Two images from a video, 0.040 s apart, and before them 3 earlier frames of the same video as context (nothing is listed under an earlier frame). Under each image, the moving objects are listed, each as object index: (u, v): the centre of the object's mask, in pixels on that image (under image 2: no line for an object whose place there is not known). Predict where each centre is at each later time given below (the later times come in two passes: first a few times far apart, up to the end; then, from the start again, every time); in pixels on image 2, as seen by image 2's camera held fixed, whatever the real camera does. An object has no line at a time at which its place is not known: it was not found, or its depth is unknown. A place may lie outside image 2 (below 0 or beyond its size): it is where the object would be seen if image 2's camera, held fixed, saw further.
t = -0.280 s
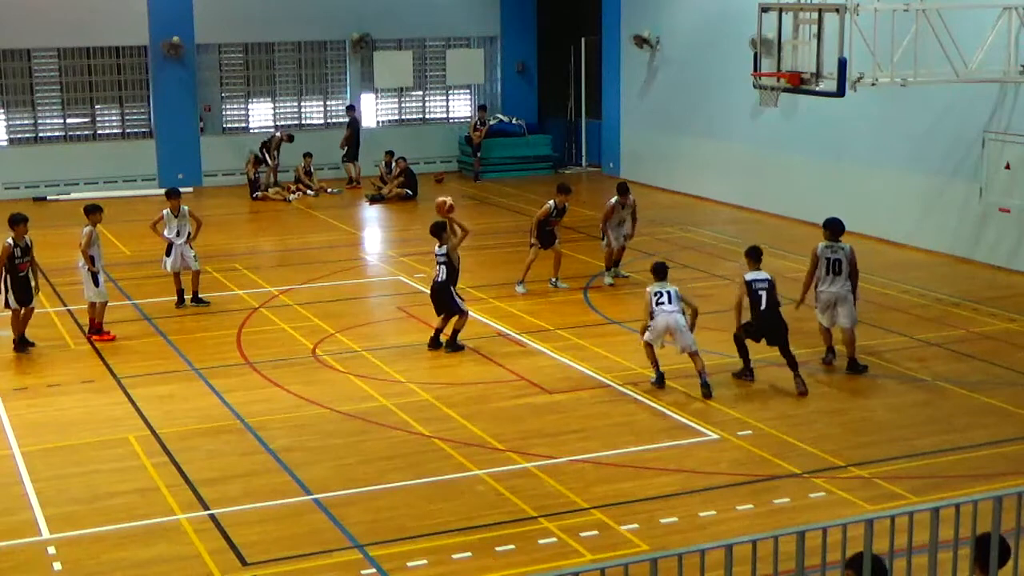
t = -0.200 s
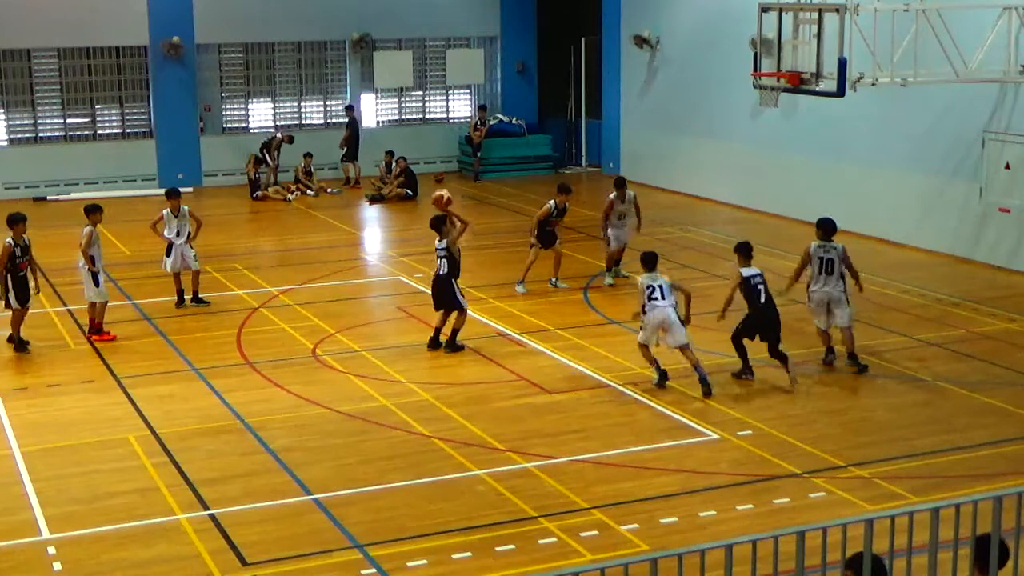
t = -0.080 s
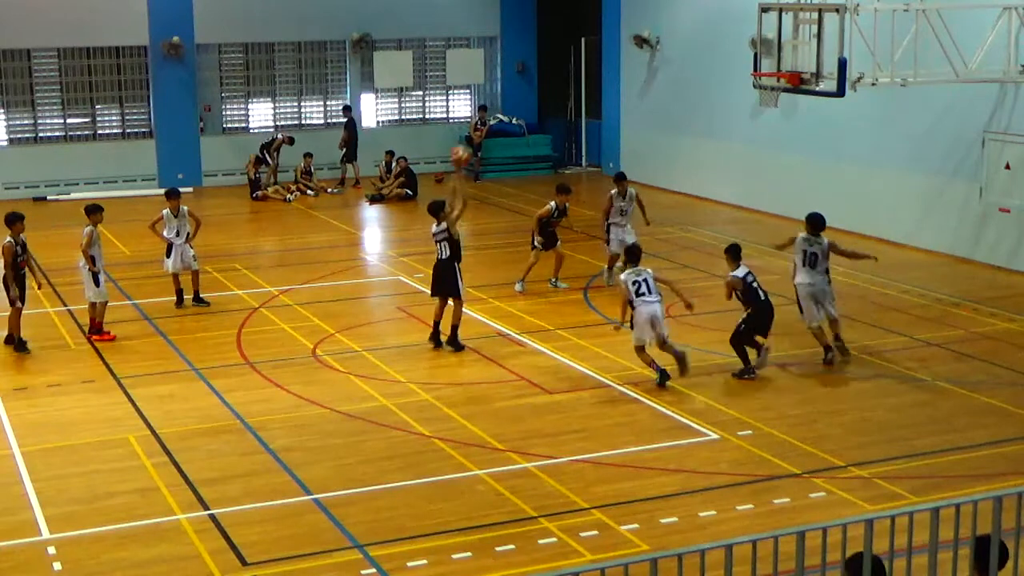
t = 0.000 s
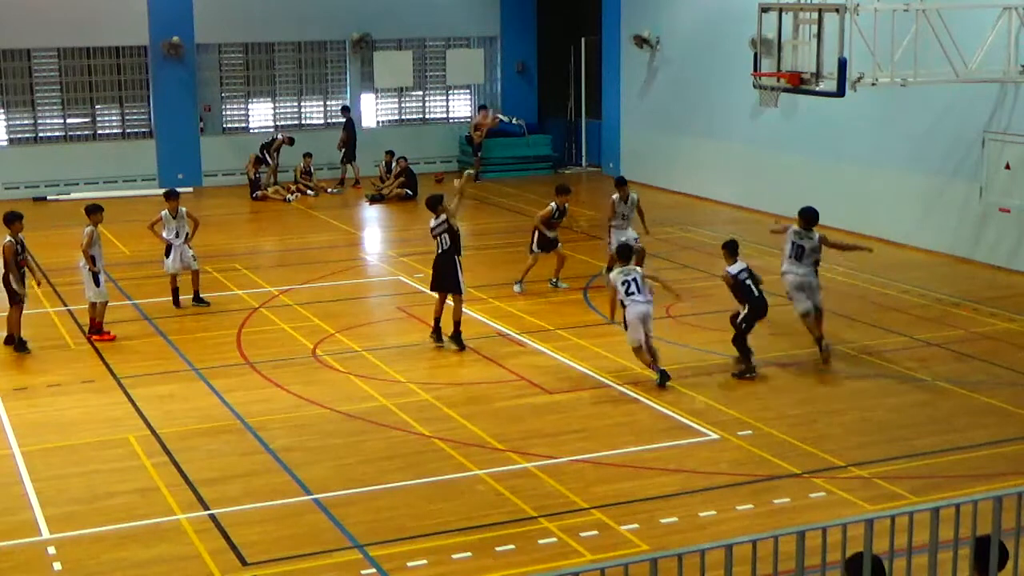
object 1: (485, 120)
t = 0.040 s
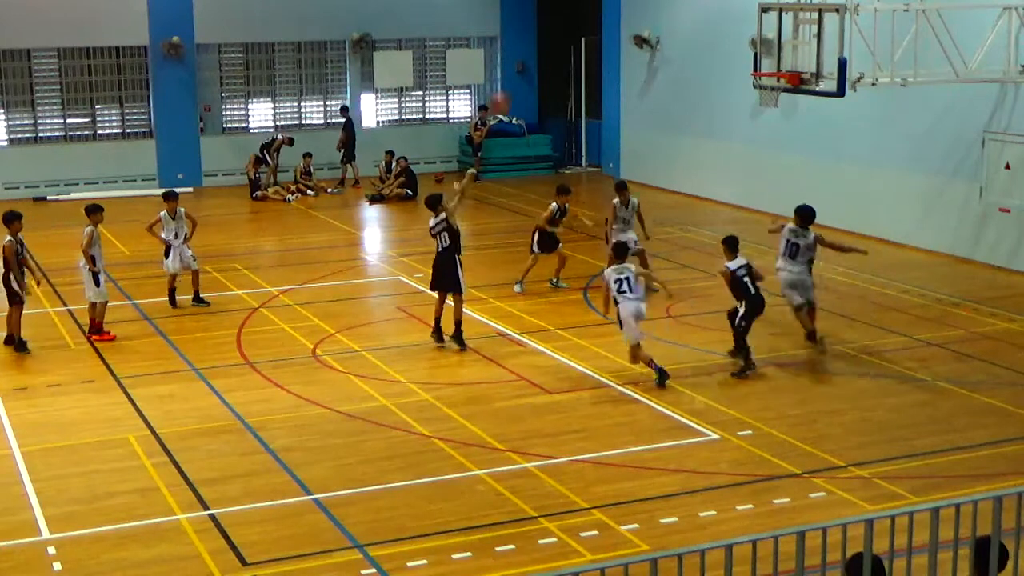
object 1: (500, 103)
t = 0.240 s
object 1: (564, 43)
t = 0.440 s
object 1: (627, 16)
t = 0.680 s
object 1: (699, 29)
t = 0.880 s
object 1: (754, 67)
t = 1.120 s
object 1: (726, 54)
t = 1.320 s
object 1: (700, 77)
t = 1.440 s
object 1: (684, 107)
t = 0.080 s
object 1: (513, 88)
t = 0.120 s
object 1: (526, 75)
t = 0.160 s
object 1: (539, 64)
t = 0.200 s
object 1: (552, 53)
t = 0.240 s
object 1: (564, 43)
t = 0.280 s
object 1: (577, 35)
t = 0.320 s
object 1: (590, 28)
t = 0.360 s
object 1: (601, 23)
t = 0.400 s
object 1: (615, 19)
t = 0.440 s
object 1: (627, 16)
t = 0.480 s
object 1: (639, 15)
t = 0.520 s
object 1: (652, 15)
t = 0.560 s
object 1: (663, 16)
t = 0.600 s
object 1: (676, 19)
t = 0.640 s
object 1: (687, 23)
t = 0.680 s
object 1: (699, 29)
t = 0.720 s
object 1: (711, 34)
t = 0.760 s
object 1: (723, 41)
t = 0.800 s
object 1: (734, 49)
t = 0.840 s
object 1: (745, 60)
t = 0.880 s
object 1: (754, 67)
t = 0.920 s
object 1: (750, 63)
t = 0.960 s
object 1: (745, 59)
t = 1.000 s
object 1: (740, 57)
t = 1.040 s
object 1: (735, 53)
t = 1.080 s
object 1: (730, 53)
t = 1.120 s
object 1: (726, 54)
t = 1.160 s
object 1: (721, 56)
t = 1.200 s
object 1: (715, 60)
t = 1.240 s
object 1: (710, 64)
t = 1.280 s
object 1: (705, 70)
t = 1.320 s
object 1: (700, 77)
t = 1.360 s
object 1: (695, 85)
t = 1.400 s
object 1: (690, 96)
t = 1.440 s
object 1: (684, 107)
